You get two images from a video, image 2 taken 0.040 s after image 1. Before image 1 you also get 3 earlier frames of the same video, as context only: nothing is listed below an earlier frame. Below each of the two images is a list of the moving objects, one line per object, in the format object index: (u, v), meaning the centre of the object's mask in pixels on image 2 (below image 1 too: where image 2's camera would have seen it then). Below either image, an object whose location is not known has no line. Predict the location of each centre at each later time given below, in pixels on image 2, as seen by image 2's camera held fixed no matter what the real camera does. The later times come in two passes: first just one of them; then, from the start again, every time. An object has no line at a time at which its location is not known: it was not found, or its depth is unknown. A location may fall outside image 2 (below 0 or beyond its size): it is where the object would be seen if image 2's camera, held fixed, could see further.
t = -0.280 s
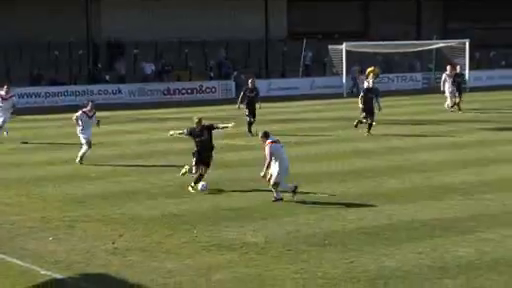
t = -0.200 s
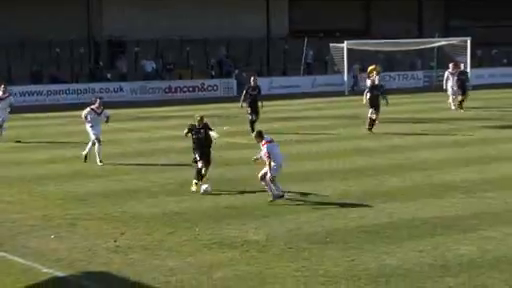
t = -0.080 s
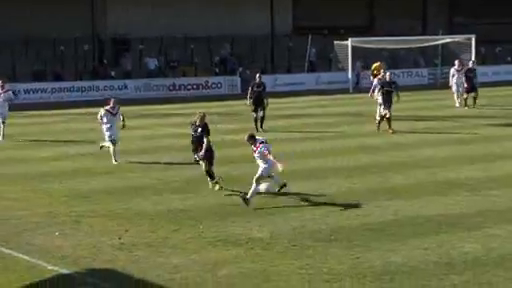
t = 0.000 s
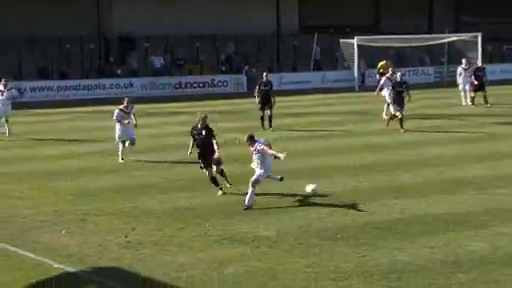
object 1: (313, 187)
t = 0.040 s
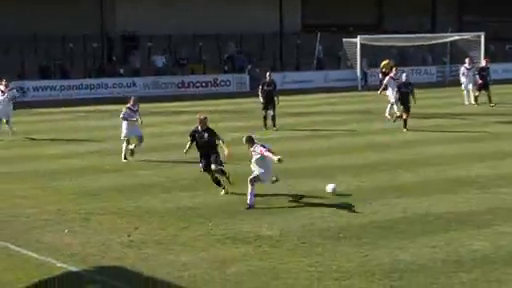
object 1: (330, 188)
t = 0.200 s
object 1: (398, 192)
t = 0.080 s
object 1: (348, 187)
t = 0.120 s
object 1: (365, 189)
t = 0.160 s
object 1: (381, 191)
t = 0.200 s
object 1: (398, 192)
